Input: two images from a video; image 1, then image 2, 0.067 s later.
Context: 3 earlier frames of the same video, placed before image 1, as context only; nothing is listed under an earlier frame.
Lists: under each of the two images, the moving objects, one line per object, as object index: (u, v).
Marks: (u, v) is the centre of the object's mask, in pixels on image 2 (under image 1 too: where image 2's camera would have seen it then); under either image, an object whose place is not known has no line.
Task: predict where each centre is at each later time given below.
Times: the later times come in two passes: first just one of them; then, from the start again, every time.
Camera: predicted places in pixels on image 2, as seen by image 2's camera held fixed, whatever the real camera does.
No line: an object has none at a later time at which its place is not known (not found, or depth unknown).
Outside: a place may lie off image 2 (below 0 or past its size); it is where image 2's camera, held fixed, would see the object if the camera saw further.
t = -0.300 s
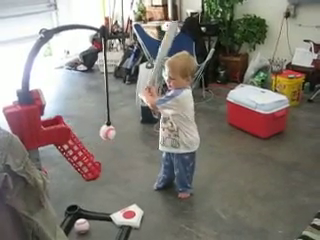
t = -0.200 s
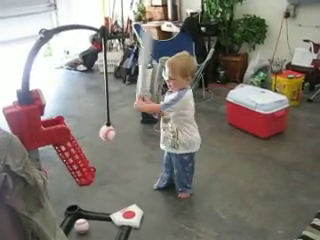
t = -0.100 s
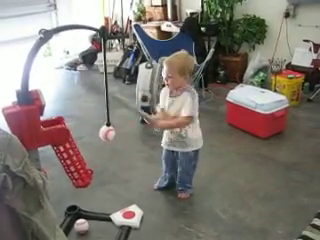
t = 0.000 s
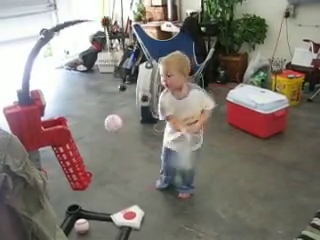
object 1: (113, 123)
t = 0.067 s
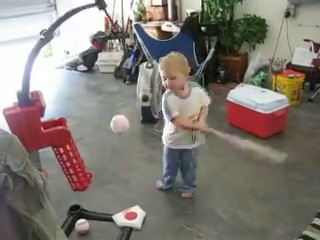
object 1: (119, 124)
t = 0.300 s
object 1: (156, 208)
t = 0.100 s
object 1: (123, 127)
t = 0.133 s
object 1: (127, 134)
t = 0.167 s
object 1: (132, 143)
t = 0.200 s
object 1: (138, 155)
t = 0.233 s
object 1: (143, 169)
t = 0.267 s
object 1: (149, 187)
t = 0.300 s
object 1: (156, 208)
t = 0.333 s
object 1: (162, 229)
